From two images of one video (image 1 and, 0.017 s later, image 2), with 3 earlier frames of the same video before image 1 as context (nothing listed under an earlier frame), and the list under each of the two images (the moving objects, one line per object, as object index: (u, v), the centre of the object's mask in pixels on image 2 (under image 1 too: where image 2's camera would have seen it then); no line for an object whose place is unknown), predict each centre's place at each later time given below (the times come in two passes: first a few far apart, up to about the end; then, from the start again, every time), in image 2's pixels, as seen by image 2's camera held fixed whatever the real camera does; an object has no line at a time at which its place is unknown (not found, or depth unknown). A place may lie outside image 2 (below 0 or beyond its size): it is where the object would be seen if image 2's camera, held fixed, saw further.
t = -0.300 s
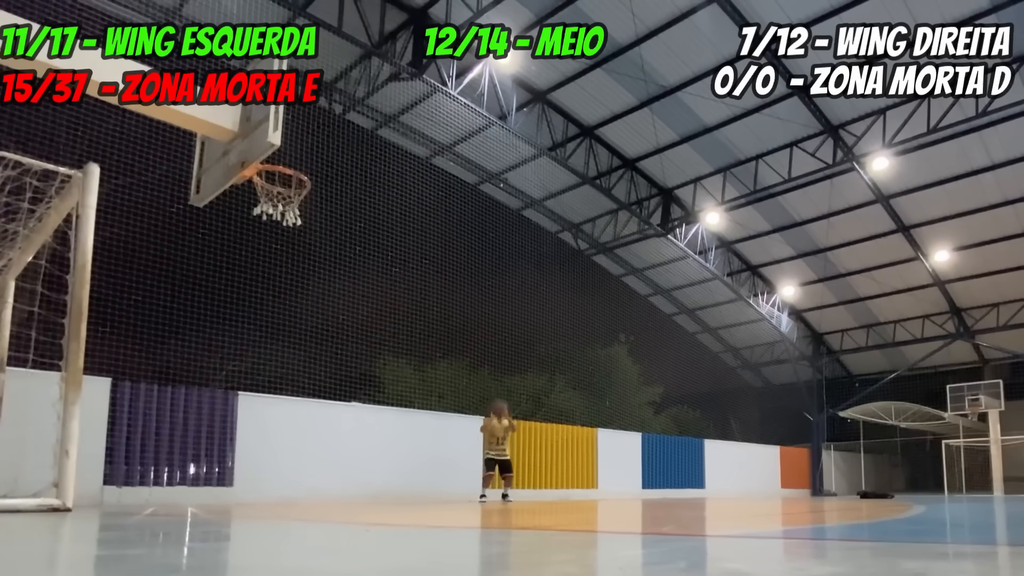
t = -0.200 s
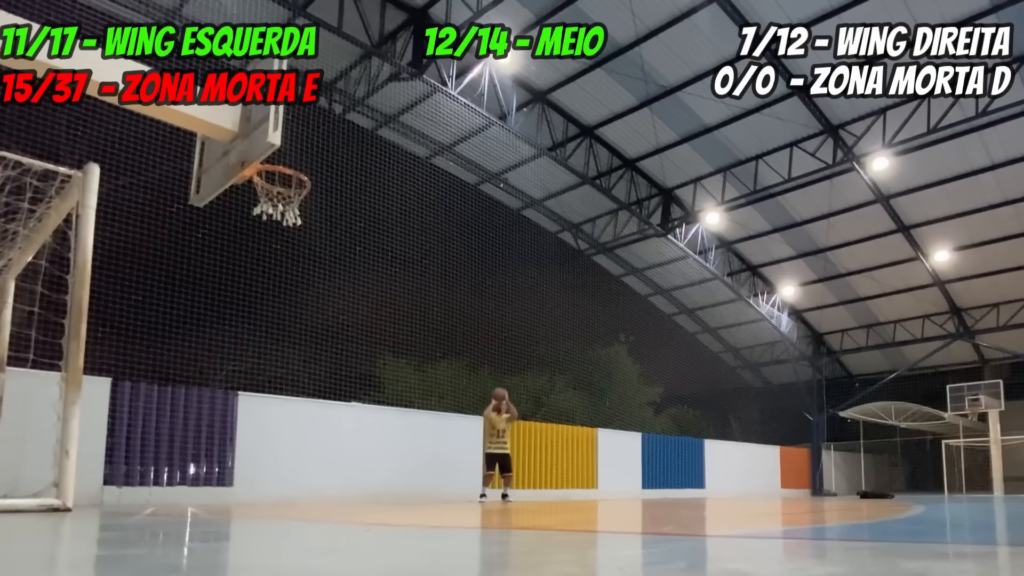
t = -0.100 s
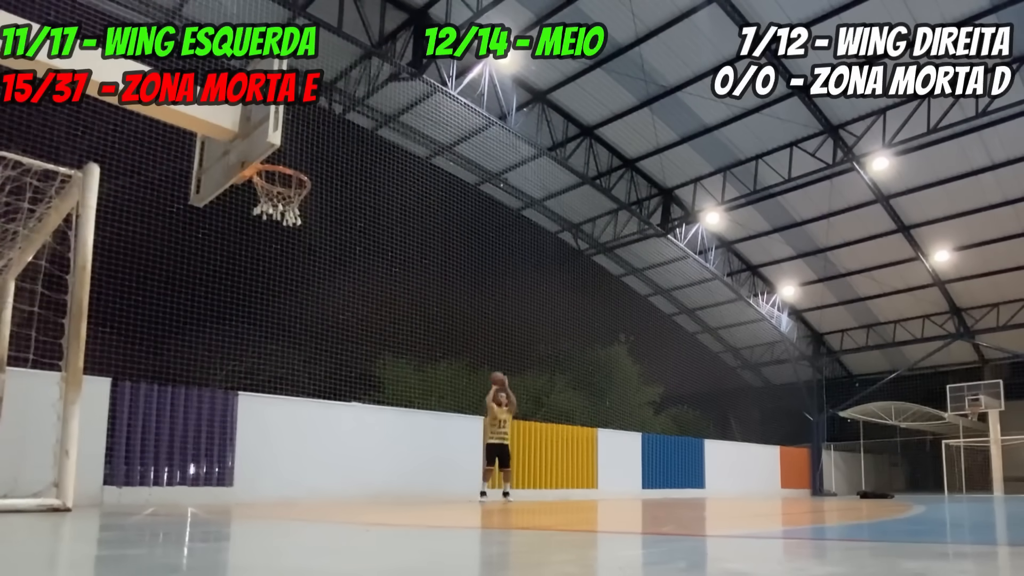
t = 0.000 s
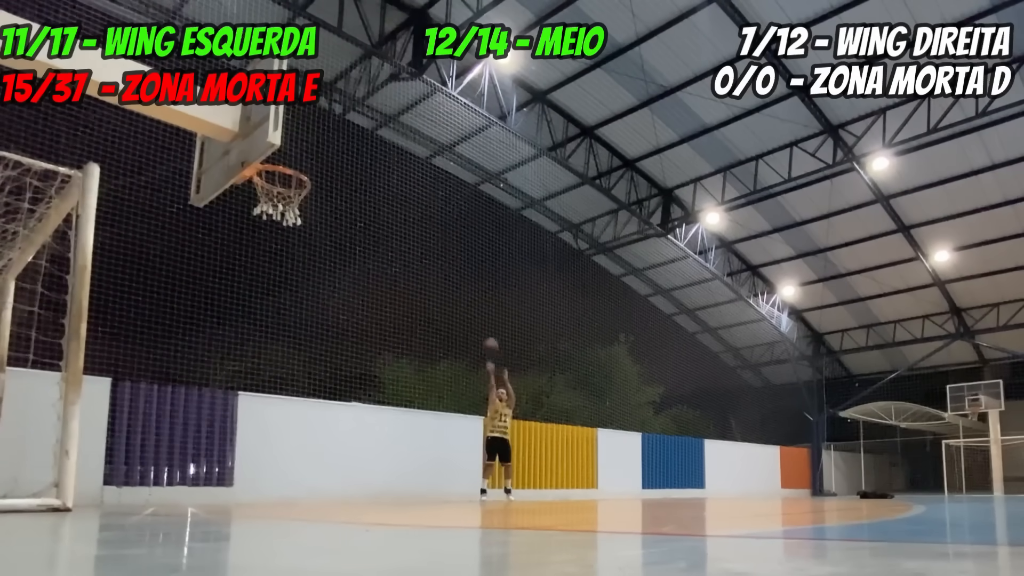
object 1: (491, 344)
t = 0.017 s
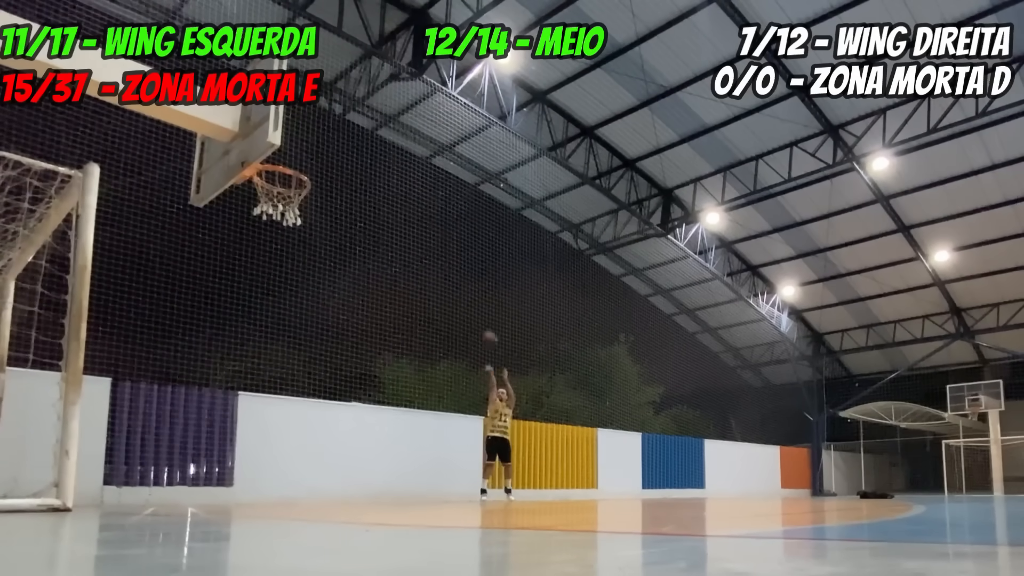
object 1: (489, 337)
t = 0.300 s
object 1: (458, 236)
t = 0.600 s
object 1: (419, 164)
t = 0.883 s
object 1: (367, 143)
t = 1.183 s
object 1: (308, 172)
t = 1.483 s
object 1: (308, 163)
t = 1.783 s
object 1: (288, 161)
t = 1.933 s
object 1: (279, 162)
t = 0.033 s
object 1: (489, 333)
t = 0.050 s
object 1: (485, 327)
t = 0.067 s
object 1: (485, 319)
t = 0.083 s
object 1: (482, 313)
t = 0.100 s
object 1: (481, 306)
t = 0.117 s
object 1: (478, 299)
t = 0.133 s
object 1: (477, 292)
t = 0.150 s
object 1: (475, 285)
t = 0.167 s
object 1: (474, 279)
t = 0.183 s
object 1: (472, 273)
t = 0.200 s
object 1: (471, 268)
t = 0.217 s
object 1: (468, 264)
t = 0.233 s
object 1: (467, 258)
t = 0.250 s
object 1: (464, 252)
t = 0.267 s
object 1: (462, 247)
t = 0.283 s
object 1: (460, 241)
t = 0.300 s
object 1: (458, 236)
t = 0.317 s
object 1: (456, 231)
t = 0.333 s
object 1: (454, 225)
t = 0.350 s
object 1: (452, 220)
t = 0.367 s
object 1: (451, 215)
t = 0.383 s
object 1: (448, 211)
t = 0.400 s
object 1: (446, 207)
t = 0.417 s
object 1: (444, 203)
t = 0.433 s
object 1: (441, 199)
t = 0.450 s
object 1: (439, 194)
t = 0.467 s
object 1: (437, 191)
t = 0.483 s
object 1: (435, 186)
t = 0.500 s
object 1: (433, 180)
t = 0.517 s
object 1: (431, 179)
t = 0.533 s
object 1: (427, 175)
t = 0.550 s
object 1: (425, 173)
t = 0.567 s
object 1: (423, 170)
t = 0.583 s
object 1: (420, 166)
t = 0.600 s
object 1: (419, 164)
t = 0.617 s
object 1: (415, 161)
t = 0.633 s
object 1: (413, 158)
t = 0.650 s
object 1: (410, 156)
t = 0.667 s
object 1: (408, 154)
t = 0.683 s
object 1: (405, 152)
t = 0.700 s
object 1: (402, 151)
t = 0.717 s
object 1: (398, 148)
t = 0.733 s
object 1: (395, 147)
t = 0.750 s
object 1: (392, 146)
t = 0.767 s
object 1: (390, 147)
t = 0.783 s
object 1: (386, 146)
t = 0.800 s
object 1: (384, 145)
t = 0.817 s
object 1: (380, 144)
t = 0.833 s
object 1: (377, 144)
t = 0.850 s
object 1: (374, 142)
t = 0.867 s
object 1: (371, 143)
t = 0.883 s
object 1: (367, 143)
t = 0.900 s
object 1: (364, 143)
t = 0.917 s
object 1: (360, 144)
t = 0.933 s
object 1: (356, 145)
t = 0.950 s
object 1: (353, 147)
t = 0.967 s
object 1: (350, 149)
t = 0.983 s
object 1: (345, 150)
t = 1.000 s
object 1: (343, 153)
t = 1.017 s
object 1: (338, 156)
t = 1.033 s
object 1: (333, 158)
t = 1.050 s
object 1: (331, 159)
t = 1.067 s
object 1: (325, 165)
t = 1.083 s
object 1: (320, 168)
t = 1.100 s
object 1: (316, 172)
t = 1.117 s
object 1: (313, 174)
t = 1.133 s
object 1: (311, 180)
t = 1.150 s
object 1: (309, 177)
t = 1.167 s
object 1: (308, 174)
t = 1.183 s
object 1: (308, 172)
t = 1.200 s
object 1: (308, 169)
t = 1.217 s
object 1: (307, 167)
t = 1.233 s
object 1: (307, 164)
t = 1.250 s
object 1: (308, 163)
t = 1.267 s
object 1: (307, 162)
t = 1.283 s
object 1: (307, 160)
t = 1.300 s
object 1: (307, 159)
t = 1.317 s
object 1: (307, 159)
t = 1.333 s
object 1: (307, 158)
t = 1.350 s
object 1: (307, 158)
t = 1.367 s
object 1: (307, 158)
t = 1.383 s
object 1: (307, 158)
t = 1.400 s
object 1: (307, 158)
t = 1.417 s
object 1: (308, 158)
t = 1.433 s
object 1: (307, 159)
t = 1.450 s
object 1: (307, 161)
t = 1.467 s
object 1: (308, 162)
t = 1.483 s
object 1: (308, 163)
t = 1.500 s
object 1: (308, 164)
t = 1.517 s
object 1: (308, 165)
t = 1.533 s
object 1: (309, 167)
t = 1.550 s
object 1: (307, 168)
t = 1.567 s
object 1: (306, 167)
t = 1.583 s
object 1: (305, 167)
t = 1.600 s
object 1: (305, 166)
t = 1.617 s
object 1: (303, 166)
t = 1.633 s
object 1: (302, 165)
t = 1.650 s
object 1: (301, 165)
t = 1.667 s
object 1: (300, 164)
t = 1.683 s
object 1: (299, 164)
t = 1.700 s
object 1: (297, 163)
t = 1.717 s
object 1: (296, 162)
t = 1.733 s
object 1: (295, 162)
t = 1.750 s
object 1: (293, 162)
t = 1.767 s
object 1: (289, 161)
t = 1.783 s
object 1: (288, 161)
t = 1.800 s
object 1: (286, 161)
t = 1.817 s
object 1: (285, 161)
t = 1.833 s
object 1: (284, 161)
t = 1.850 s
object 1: (283, 161)
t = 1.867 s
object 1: (282, 161)
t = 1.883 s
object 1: (281, 161)
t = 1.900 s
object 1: (282, 161)
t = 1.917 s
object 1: (281, 162)
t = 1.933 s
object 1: (279, 162)
